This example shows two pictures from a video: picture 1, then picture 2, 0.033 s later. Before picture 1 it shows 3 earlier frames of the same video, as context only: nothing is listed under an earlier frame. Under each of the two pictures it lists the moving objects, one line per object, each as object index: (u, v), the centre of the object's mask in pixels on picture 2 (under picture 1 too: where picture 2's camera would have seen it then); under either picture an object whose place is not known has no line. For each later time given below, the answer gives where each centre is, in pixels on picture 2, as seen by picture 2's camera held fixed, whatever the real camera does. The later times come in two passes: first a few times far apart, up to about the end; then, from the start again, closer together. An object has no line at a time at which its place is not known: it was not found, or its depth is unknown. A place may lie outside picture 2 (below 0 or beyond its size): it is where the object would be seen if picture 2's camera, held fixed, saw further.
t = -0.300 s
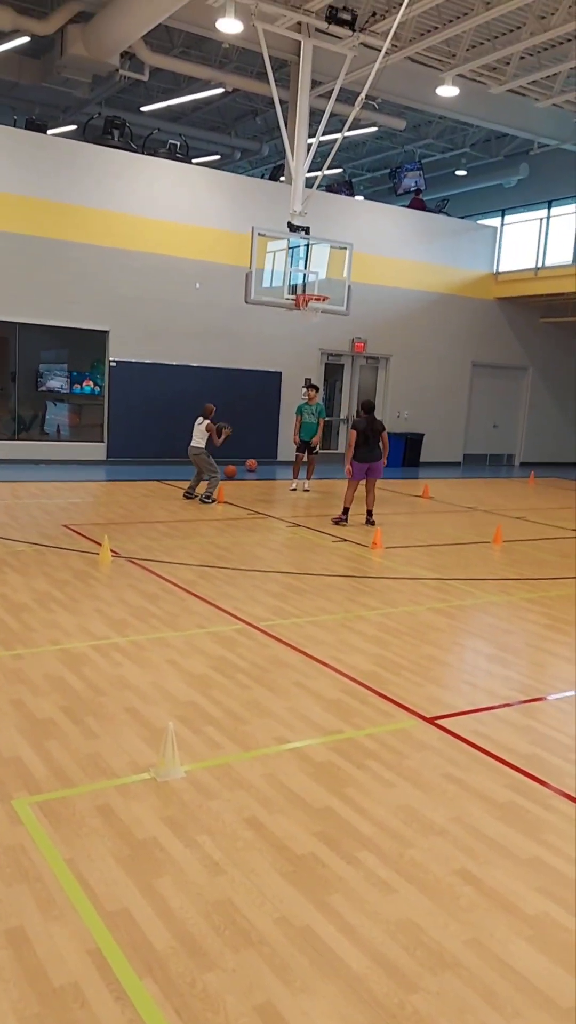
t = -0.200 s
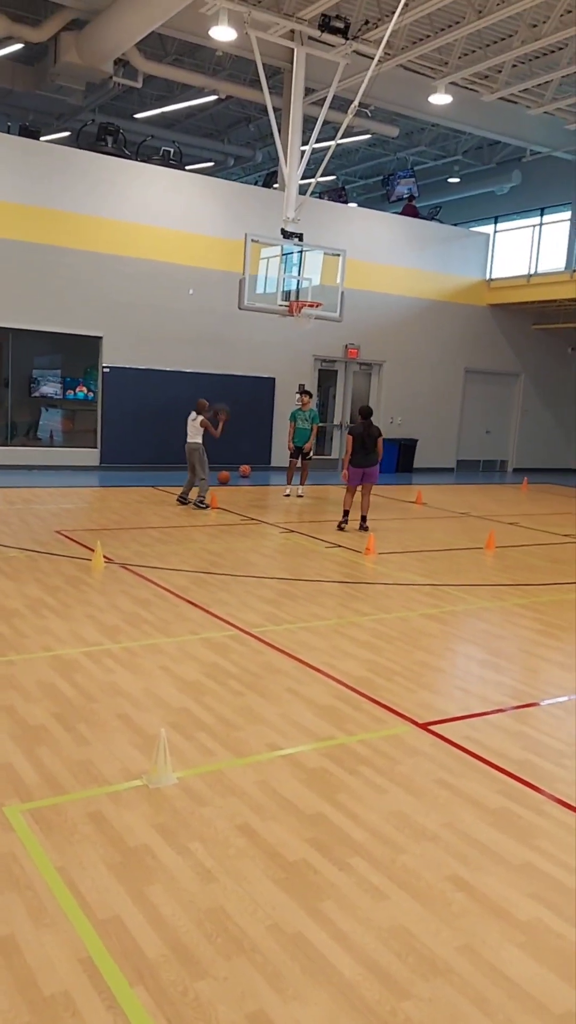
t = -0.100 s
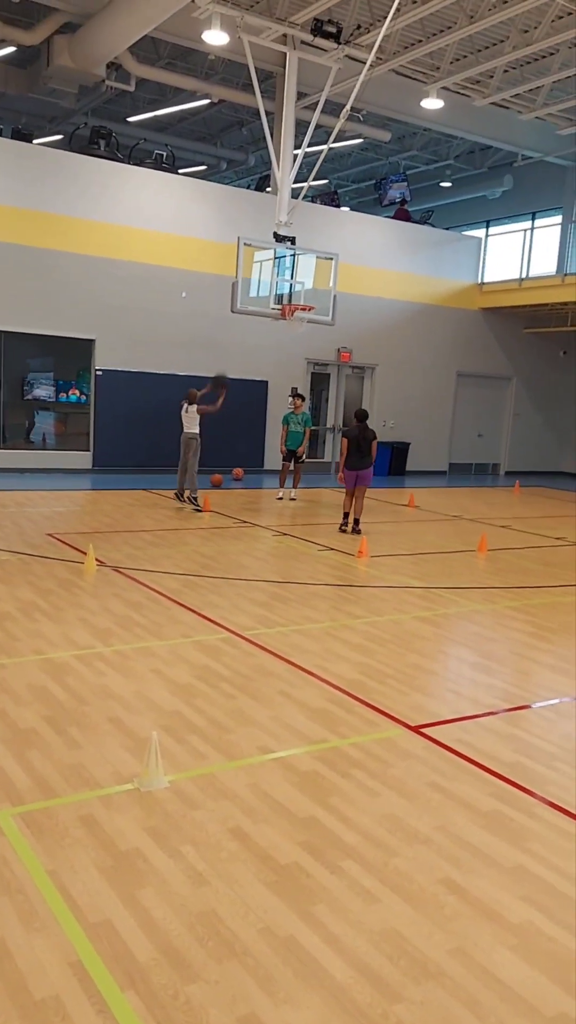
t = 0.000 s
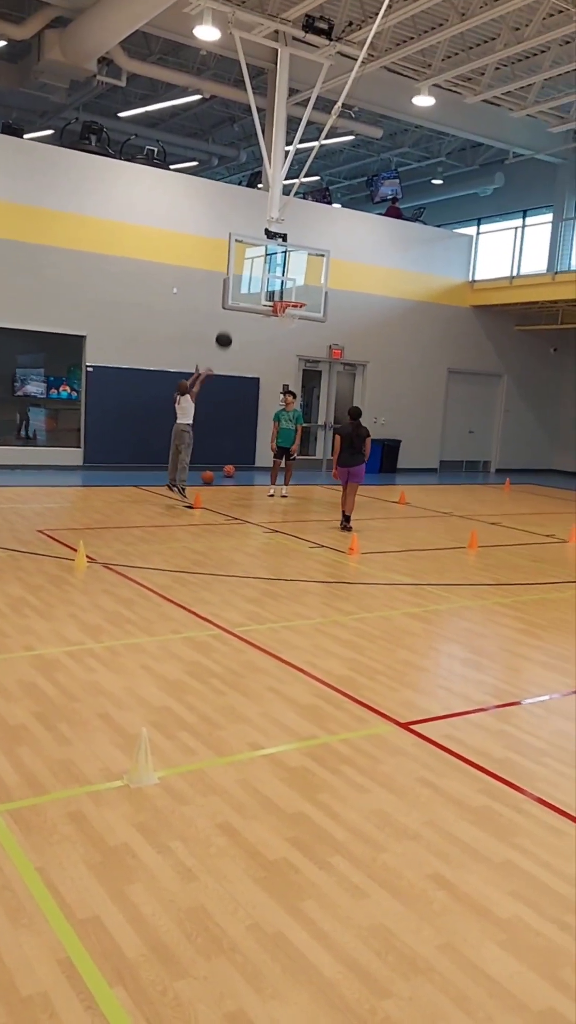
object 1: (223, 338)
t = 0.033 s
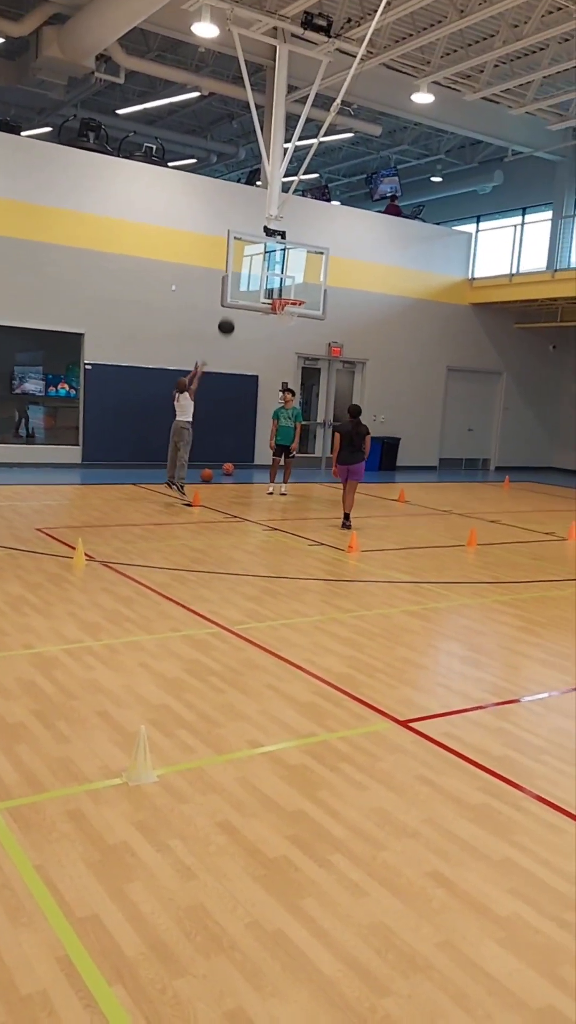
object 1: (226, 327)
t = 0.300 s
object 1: (253, 268)
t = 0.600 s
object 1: (278, 264)
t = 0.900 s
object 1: (299, 288)
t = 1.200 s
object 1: (287, 301)
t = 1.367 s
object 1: (278, 335)
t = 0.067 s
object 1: (229, 317)
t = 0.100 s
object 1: (233, 307)
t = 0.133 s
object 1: (237, 298)
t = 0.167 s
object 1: (240, 291)
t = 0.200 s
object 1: (243, 284)
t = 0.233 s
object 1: (247, 278)
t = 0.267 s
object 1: (250, 273)
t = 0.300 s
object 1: (253, 268)
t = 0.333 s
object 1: (256, 265)
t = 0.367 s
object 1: (259, 262)
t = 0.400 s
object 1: (262, 260)
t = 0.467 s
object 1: (267, 258)
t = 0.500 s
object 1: (269, 258)
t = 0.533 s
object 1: (271, 259)
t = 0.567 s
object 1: (275, 261)
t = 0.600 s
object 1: (278, 264)
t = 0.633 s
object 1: (283, 267)
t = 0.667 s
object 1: (287, 270)
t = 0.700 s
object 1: (290, 275)
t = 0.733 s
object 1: (294, 280)
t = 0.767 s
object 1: (297, 286)
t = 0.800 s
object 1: (301, 292)
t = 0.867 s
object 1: (300, 290)
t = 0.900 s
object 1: (299, 288)
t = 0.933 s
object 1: (298, 286)
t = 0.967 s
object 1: (297, 285)
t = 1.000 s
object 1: (295, 285)
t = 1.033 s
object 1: (294, 286)
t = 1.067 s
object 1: (293, 287)
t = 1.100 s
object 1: (291, 289)
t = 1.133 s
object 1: (290, 292)
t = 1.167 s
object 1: (288, 296)
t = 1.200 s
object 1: (287, 301)
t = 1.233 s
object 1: (284, 306)
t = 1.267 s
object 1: (283, 312)
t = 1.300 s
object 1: (282, 319)
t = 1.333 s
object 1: (279, 326)
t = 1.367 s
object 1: (278, 335)
